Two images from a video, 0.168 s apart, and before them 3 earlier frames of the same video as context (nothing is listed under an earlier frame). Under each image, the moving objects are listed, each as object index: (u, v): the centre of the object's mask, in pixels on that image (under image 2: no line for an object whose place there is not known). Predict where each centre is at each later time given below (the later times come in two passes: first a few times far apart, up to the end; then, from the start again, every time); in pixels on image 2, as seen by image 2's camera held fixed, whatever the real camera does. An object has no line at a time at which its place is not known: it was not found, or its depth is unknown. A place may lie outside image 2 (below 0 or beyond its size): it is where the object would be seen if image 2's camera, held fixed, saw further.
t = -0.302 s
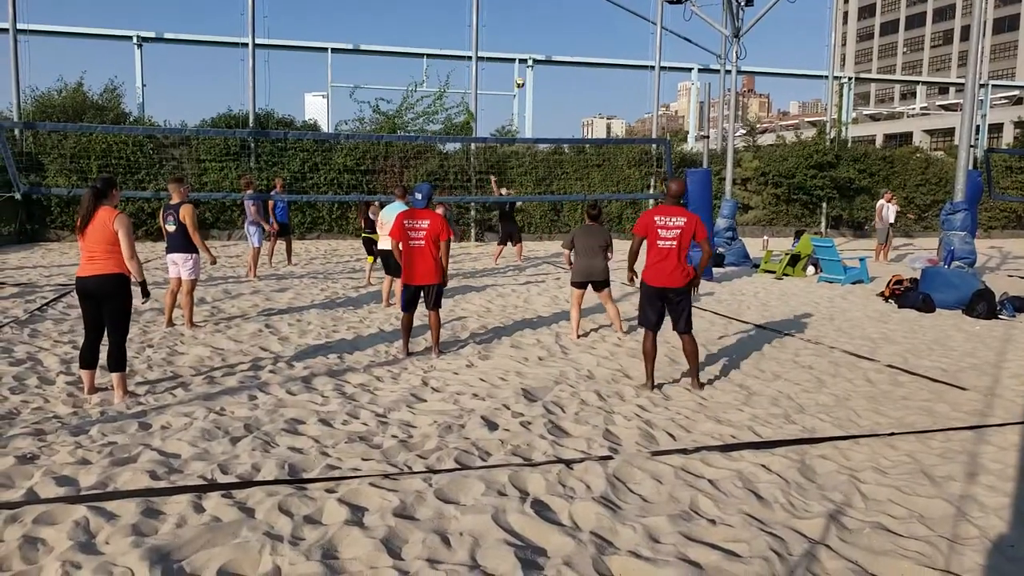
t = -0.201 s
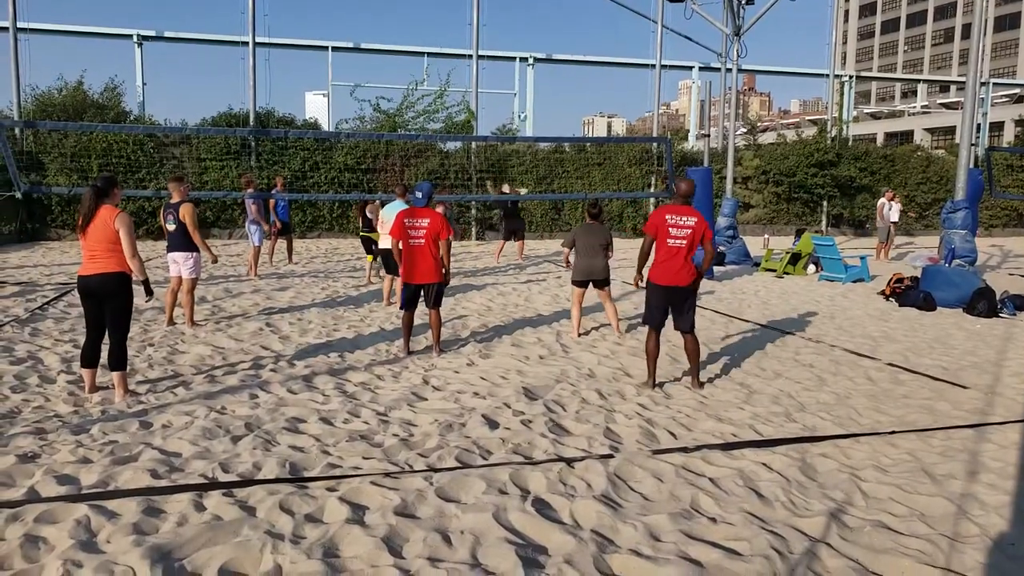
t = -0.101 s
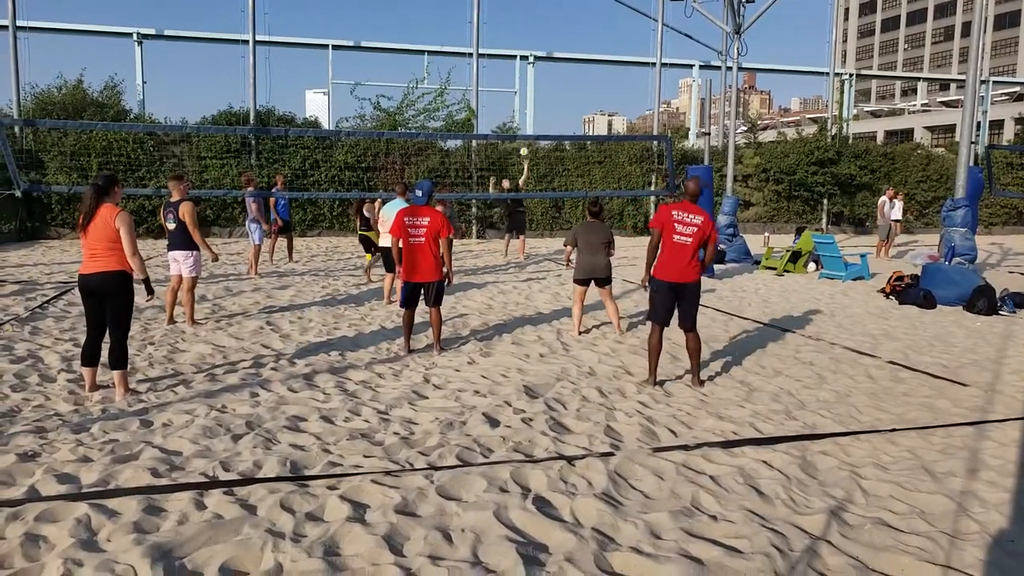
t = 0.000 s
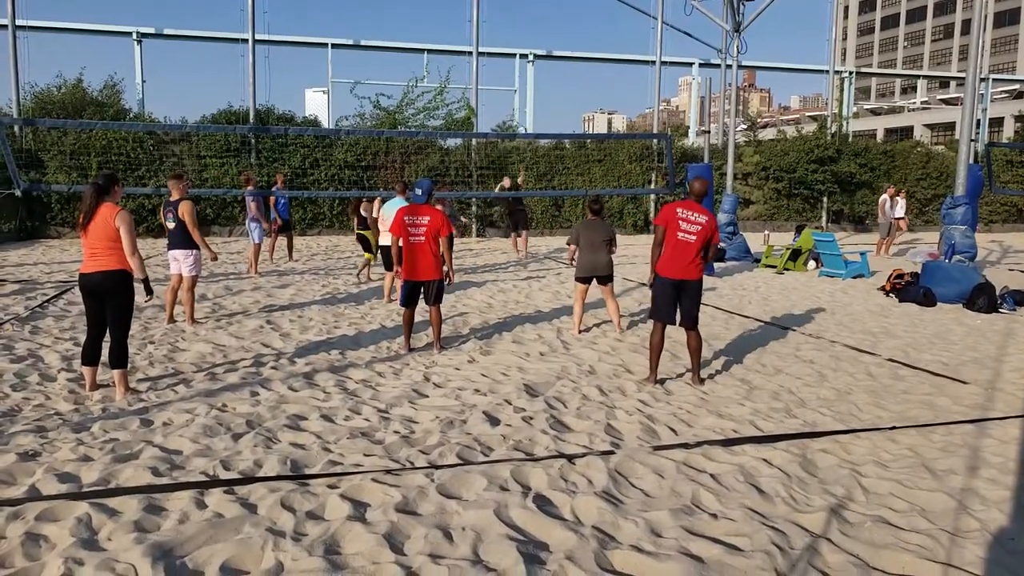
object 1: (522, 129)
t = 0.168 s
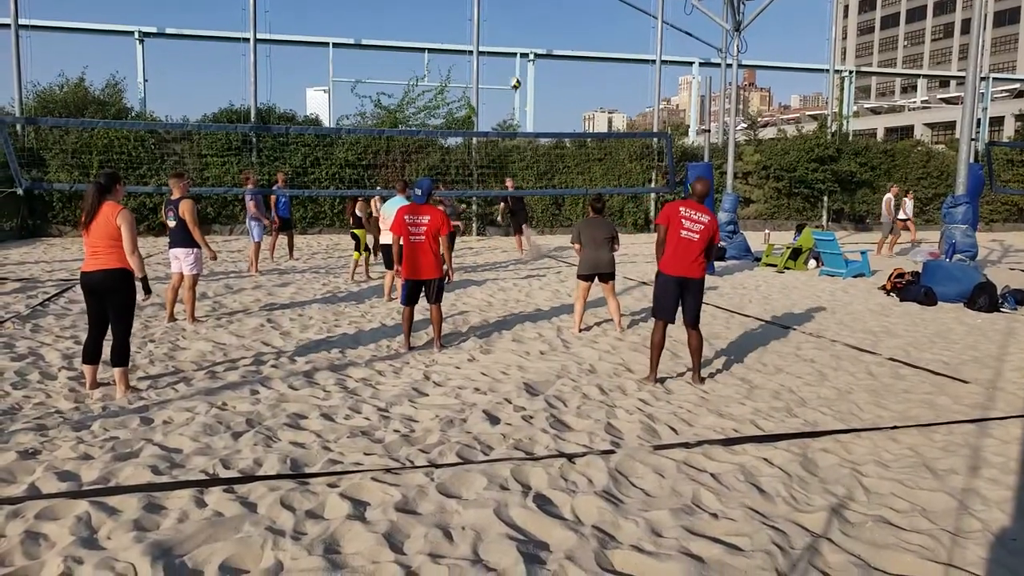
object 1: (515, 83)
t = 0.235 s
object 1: (511, 70)
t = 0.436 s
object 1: (491, 39)
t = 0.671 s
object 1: (471, 29)
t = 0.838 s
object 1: (453, 47)
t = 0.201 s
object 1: (513, 76)
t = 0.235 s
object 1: (511, 70)
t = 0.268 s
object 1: (509, 64)
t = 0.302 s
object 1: (506, 58)
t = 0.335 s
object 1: (503, 53)
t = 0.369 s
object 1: (499, 47)
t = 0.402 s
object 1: (495, 43)
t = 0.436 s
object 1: (491, 39)
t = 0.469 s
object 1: (488, 35)
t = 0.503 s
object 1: (485, 32)
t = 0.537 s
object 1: (483, 30)
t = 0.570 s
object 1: (480, 28)
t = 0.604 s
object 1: (477, 28)
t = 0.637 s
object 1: (474, 27)
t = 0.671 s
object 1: (471, 29)
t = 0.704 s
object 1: (468, 31)
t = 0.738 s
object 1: (465, 34)
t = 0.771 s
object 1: (461, 38)
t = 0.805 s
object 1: (458, 41)
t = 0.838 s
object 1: (453, 47)
